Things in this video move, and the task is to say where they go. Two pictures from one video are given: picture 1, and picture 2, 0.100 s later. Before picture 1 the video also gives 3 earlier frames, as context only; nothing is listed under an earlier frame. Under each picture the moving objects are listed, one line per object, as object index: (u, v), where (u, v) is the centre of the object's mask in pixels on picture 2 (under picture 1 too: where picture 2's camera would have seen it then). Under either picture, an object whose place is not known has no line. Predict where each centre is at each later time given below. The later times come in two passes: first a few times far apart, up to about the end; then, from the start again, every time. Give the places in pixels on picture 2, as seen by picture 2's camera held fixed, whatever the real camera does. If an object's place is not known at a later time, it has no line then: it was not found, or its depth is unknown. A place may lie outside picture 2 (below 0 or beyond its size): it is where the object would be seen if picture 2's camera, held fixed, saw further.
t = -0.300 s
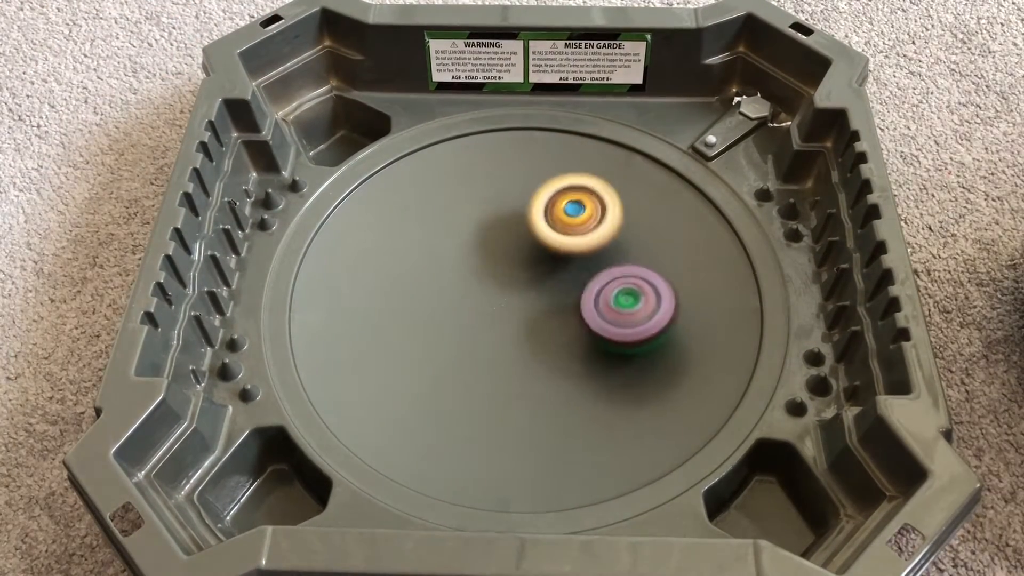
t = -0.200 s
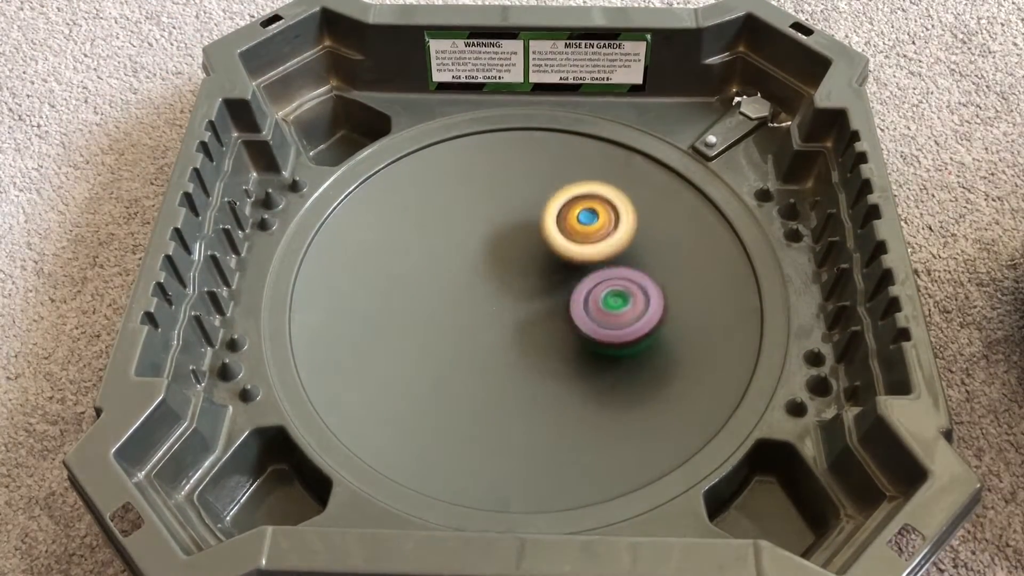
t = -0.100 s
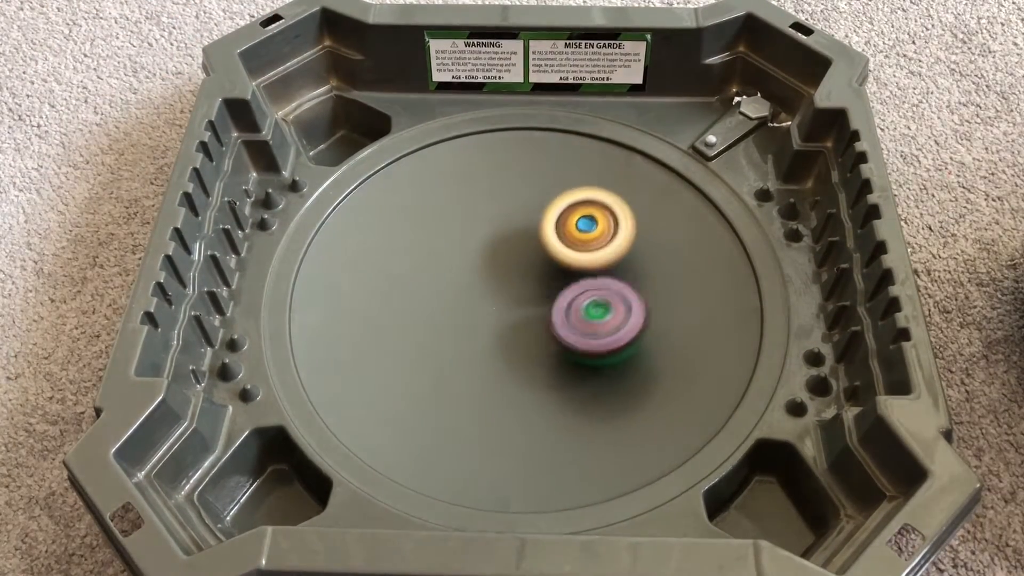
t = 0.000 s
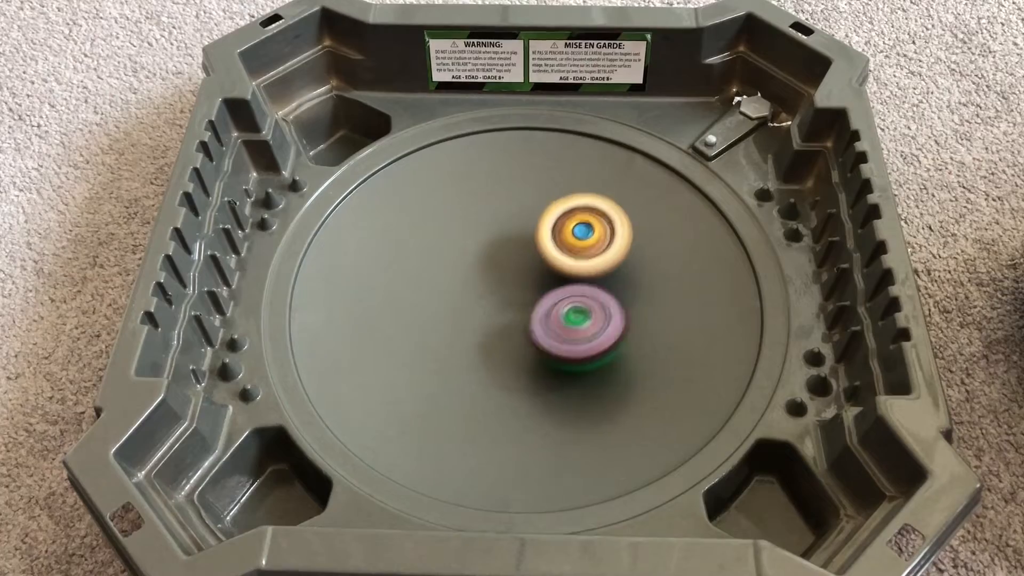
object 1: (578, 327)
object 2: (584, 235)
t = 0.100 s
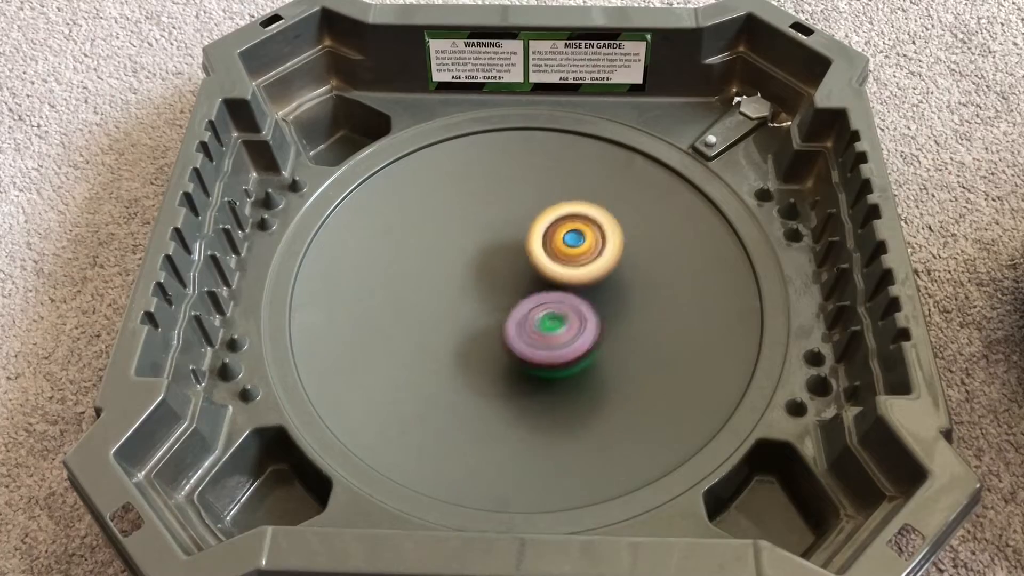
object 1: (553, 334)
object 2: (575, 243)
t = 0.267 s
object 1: (516, 343)
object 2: (545, 256)
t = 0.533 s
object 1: (471, 330)
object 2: (485, 242)
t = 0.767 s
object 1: (452, 310)
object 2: (490, 226)
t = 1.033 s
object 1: (468, 293)
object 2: (547, 237)
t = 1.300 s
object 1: (485, 285)
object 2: (621, 288)
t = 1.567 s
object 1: (526, 256)
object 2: (535, 335)
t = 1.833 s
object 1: (558, 249)
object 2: (457, 252)
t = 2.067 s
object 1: (584, 263)
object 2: (529, 186)
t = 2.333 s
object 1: (605, 303)
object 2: (601, 213)
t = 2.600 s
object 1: (589, 356)
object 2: (568, 251)
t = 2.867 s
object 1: (530, 347)
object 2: (488, 267)
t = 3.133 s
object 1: (480, 318)
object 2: (448, 235)
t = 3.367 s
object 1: (471, 297)
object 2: (476, 211)
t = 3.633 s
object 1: (497, 291)
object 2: (559, 216)
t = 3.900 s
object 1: (525, 286)
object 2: (635, 277)
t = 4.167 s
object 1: (536, 271)
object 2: (569, 344)
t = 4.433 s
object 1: (543, 267)
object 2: (453, 294)
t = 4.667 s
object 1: (554, 273)
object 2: (466, 202)
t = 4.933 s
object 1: (548, 293)
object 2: (580, 199)
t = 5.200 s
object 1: (535, 332)
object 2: (628, 267)
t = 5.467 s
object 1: (479, 338)
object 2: (584, 320)
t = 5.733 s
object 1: (445, 312)
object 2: (549, 300)
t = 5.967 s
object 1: (449, 280)
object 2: (556, 262)
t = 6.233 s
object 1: (481, 248)
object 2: (584, 234)
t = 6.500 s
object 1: (513, 252)
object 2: (611, 252)
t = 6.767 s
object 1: (517, 277)
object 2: (614, 297)
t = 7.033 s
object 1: (490, 291)
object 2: (582, 330)
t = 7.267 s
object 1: (466, 278)
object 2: (557, 334)
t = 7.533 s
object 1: (466, 259)
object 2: (534, 316)
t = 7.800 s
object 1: (483, 249)
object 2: (547, 310)
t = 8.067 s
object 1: (500, 252)
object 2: (570, 308)
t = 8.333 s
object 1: (509, 270)
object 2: (595, 309)
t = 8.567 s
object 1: (498, 283)
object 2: (595, 303)
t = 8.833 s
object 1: (476, 292)
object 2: (578, 280)
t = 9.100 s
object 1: (465, 297)
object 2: (564, 239)
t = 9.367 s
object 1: (484, 303)
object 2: (553, 220)
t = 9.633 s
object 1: (514, 323)
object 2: (545, 227)
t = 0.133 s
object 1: (544, 337)
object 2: (571, 245)
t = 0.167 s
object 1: (536, 339)
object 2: (567, 247)
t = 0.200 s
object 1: (529, 340)
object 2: (561, 251)
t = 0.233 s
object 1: (522, 341)
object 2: (553, 254)
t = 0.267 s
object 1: (516, 343)
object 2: (545, 256)
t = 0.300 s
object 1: (509, 344)
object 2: (535, 257)
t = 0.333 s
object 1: (503, 345)
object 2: (526, 257)
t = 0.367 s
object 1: (497, 344)
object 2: (518, 256)
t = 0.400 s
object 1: (491, 342)
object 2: (509, 255)
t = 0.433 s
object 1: (486, 340)
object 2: (501, 252)
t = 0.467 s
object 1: (481, 337)
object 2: (495, 248)
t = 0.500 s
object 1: (475, 334)
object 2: (490, 245)
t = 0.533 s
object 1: (471, 330)
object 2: (485, 242)
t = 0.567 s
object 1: (467, 326)
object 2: (481, 239)
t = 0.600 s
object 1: (463, 323)
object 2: (479, 236)
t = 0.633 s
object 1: (460, 321)
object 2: (479, 233)
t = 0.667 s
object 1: (457, 317)
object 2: (480, 231)
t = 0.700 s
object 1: (455, 314)
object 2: (482, 229)
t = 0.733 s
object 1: (454, 311)
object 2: (485, 227)
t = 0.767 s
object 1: (452, 310)
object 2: (490, 226)
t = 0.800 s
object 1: (453, 308)
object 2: (495, 225)
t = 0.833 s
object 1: (453, 305)
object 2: (501, 226)
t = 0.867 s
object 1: (454, 303)
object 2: (506, 227)
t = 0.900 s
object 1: (455, 303)
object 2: (514, 226)
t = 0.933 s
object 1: (457, 301)
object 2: (522, 226)
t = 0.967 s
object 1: (460, 299)
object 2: (530, 229)
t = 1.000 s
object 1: (464, 296)
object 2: (539, 232)
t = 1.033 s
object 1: (468, 293)
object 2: (547, 237)
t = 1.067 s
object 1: (464, 293)
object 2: (561, 238)
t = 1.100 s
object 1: (461, 294)
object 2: (577, 241)
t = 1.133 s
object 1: (462, 295)
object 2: (590, 245)
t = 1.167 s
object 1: (464, 294)
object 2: (602, 251)
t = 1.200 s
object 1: (469, 293)
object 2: (611, 260)
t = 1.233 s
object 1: (474, 290)
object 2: (617, 268)
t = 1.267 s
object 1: (480, 288)
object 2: (620, 278)
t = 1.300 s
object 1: (485, 285)
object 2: (621, 288)
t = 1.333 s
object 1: (491, 281)
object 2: (619, 298)
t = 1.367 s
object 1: (496, 278)
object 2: (614, 307)
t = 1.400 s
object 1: (502, 274)
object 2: (605, 316)
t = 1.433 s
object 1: (506, 271)
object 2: (596, 324)
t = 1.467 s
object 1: (511, 268)
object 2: (582, 331)
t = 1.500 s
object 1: (516, 264)
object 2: (568, 335)
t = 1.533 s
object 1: (521, 259)
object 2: (552, 337)
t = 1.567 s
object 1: (526, 256)
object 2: (535, 335)
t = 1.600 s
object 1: (531, 253)
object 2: (519, 331)
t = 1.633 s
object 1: (536, 252)
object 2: (502, 325)
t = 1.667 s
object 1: (540, 252)
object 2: (488, 317)
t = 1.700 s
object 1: (544, 252)
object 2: (476, 307)
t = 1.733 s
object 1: (548, 252)
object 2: (466, 295)
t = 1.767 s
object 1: (552, 250)
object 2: (460, 281)
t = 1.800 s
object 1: (556, 249)
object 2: (457, 266)
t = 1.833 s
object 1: (558, 249)
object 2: (457, 252)
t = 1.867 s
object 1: (561, 250)
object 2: (461, 237)
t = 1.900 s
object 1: (564, 250)
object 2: (468, 225)
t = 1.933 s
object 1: (566, 253)
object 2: (479, 214)
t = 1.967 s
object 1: (570, 255)
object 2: (490, 204)
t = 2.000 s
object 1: (574, 258)
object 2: (501, 195)
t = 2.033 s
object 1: (579, 259)
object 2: (515, 190)
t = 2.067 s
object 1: (584, 263)
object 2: (529, 186)
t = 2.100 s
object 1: (588, 266)
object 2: (543, 187)
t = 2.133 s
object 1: (591, 270)
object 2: (556, 187)
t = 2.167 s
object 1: (595, 274)
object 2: (567, 189)
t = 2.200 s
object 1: (599, 280)
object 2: (576, 192)
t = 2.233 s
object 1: (601, 287)
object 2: (585, 195)
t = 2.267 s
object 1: (604, 293)
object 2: (593, 200)
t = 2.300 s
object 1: (604, 297)
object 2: (598, 207)
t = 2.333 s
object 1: (605, 303)
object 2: (601, 213)
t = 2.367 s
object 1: (605, 312)
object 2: (602, 220)
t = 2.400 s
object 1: (605, 319)
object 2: (602, 226)
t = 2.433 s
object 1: (604, 325)
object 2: (599, 233)
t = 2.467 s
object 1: (603, 332)
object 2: (595, 239)
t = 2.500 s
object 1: (600, 342)
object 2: (589, 240)
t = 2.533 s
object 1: (597, 348)
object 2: (583, 244)
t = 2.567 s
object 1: (593, 353)
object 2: (576, 247)
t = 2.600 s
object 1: (589, 356)
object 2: (568, 251)
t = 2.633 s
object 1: (583, 359)
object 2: (560, 255)
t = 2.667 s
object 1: (577, 360)
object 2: (550, 258)
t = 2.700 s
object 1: (570, 360)
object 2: (541, 261)
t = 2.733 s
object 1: (562, 359)
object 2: (530, 263)
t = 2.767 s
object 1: (555, 357)
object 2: (519, 265)
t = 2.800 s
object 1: (547, 354)
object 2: (508, 266)
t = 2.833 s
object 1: (539, 351)
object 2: (497, 267)
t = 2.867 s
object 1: (530, 347)
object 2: (488, 267)
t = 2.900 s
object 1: (524, 346)
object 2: (476, 262)
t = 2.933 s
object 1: (517, 345)
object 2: (466, 257)
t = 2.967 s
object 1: (511, 342)
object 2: (458, 252)
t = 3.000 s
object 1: (504, 339)
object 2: (452, 247)
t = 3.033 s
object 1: (498, 335)
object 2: (448, 243)
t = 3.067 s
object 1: (492, 330)
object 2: (446, 240)
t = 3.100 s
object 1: (486, 324)
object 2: (446, 237)
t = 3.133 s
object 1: (480, 318)
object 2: (448, 235)
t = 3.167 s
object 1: (476, 318)
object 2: (449, 230)
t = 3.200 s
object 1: (473, 317)
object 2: (450, 224)
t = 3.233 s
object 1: (471, 316)
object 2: (453, 218)
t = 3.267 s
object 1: (470, 312)
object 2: (457, 214)
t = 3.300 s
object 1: (469, 307)
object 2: (464, 212)
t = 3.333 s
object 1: (470, 302)
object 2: (470, 211)
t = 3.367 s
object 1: (471, 297)
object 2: (476, 211)
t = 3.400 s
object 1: (472, 296)
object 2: (485, 209)
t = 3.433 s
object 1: (474, 294)
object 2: (493, 209)
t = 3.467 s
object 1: (477, 294)
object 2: (503, 208)
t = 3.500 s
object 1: (481, 292)
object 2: (513, 209)
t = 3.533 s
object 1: (484, 291)
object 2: (524, 211)
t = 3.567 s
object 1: (488, 291)
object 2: (535, 212)
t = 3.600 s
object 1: (493, 290)
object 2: (545, 215)
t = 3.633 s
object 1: (497, 291)
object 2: (559, 216)
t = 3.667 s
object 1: (499, 294)
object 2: (575, 217)
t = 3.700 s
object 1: (503, 296)
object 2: (589, 221)
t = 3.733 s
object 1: (508, 296)
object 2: (601, 228)
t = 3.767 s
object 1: (513, 294)
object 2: (612, 236)
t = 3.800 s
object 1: (519, 293)
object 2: (620, 246)
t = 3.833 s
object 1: (524, 290)
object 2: (624, 256)
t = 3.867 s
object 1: (527, 288)
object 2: (628, 267)
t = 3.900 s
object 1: (525, 286)
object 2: (635, 277)
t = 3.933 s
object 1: (525, 284)
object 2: (638, 287)
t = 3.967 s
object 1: (526, 283)
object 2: (637, 297)
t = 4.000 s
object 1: (527, 282)
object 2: (632, 308)
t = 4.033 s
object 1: (529, 281)
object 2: (625, 318)
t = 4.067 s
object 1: (530, 280)
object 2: (615, 328)
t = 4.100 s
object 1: (532, 278)
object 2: (602, 335)
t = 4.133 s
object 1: (533, 275)
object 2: (586, 340)
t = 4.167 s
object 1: (536, 271)
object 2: (569, 344)
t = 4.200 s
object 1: (537, 268)
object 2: (552, 347)
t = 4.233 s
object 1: (539, 267)
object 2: (535, 347)
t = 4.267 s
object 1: (540, 266)
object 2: (518, 344)
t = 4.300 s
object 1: (541, 266)
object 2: (501, 339)
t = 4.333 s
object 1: (542, 266)
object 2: (485, 331)
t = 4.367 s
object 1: (542, 267)
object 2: (471, 320)
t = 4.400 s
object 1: (543, 267)
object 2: (461, 308)
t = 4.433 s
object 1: (543, 267)
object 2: (453, 294)
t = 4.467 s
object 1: (543, 268)
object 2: (449, 279)
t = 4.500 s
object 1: (546, 269)
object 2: (446, 265)
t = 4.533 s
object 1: (549, 269)
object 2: (444, 250)
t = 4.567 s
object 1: (551, 269)
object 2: (445, 237)
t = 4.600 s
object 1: (552, 270)
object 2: (450, 224)
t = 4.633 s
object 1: (553, 272)
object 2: (456, 212)
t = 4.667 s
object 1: (554, 273)
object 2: (466, 202)
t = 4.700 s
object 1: (554, 275)
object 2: (477, 194)
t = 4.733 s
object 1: (555, 276)
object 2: (490, 189)
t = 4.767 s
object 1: (554, 278)
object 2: (505, 185)
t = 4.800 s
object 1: (554, 279)
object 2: (520, 185)
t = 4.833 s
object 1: (553, 281)
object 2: (535, 186)
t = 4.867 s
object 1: (552, 282)
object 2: (551, 190)
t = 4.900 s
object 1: (551, 284)
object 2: (565, 197)
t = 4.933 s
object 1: (548, 293)
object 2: (580, 199)
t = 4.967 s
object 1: (545, 303)
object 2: (593, 201)
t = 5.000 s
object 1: (543, 311)
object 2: (605, 206)
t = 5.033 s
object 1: (542, 317)
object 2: (615, 212)
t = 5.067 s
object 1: (542, 321)
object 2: (623, 221)
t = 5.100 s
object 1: (541, 325)
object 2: (629, 231)
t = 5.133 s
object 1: (539, 328)
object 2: (631, 242)
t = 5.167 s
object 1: (537, 330)
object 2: (631, 254)
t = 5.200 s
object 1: (535, 332)
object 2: (628, 267)
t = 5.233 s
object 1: (533, 333)
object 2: (622, 279)
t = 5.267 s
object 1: (523, 336)
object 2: (621, 287)
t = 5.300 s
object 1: (511, 339)
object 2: (620, 294)
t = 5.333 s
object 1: (502, 340)
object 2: (616, 301)
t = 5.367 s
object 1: (495, 341)
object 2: (610, 307)
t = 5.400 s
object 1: (488, 341)
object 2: (603, 312)
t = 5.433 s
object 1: (484, 340)
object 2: (594, 317)
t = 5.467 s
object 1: (479, 338)
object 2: (584, 320)
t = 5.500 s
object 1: (472, 337)
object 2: (576, 320)
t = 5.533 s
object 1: (463, 334)
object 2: (573, 318)
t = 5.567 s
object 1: (457, 332)
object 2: (570, 317)
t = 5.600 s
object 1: (453, 329)
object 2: (566, 314)
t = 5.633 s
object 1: (450, 326)
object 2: (561, 311)
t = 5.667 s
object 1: (449, 321)
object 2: (556, 308)
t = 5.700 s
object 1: (448, 316)
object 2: (551, 304)
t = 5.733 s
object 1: (445, 312)
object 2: (549, 300)
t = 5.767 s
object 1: (445, 307)
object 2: (546, 296)
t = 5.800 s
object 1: (443, 302)
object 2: (546, 291)
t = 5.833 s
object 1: (440, 298)
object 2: (549, 286)
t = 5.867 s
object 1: (440, 293)
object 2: (551, 279)
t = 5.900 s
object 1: (441, 289)
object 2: (553, 274)
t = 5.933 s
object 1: (445, 284)
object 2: (555, 268)
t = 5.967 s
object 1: (449, 280)
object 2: (556, 262)
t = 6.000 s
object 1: (455, 275)
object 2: (557, 257)
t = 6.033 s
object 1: (460, 270)
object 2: (559, 252)
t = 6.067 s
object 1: (464, 265)
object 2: (562, 246)
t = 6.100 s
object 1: (466, 261)
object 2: (567, 242)
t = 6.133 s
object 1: (470, 258)
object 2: (571, 239)
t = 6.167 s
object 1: (475, 255)
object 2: (574, 237)
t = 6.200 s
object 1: (480, 249)
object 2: (577, 235)
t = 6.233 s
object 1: (481, 248)
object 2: (584, 234)
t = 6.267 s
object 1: (486, 247)
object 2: (588, 234)
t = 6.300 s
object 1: (492, 247)
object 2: (591, 235)
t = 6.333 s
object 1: (497, 246)
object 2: (593, 237)
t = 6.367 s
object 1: (497, 245)
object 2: (601, 239)
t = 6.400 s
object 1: (499, 246)
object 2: (607, 242)
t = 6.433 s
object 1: (502, 248)
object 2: (610, 245)
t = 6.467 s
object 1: (508, 250)
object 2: (612, 248)
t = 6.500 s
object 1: (513, 252)
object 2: (611, 252)
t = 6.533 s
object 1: (514, 254)
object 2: (615, 255)
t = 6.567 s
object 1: (510, 255)
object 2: (623, 260)
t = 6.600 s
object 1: (508, 258)
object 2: (628, 266)
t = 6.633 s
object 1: (509, 265)
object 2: (630, 272)
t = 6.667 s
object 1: (511, 269)
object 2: (630, 279)
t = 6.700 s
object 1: (513, 273)
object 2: (627, 286)
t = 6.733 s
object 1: (515, 275)
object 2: (622, 292)
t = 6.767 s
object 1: (517, 277)
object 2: (614, 297)
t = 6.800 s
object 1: (513, 280)
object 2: (614, 303)
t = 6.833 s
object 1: (504, 280)
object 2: (615, 310)
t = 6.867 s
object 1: (498, 281)
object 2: (613, 316)
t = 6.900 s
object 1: (493, 283)
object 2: (610, 321)
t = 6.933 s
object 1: (492, 286)
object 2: (605, 325)
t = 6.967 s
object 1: (491, 288)
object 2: (598, 328)
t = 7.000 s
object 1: (490, 289)
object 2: (590, 330)
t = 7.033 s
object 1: (490, 291)
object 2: (582, 330)
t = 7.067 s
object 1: (489, 292)
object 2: (573, 330)
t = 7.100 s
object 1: (482, 287)
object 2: (571, 334)
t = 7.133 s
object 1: (476, 283)
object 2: (569, 336)
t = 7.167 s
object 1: (471, 281)
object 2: (566, 337)
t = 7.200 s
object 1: (468, 280)
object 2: (563, 337)
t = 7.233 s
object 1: (466, 279)
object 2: (560, 336)
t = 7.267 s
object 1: (466, 278)
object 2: (557, 334)
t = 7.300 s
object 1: (466, 277)
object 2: (553, 333)
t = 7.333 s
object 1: (468, 275)
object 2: (547, 330)
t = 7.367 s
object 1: (470, 273)
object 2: (541, 327)
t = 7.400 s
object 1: (468, 268)
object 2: (539, 324)
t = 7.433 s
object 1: (466, 264)
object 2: (539, 323)
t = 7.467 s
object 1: (465, 262)
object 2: (538, 321)
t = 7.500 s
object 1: (465, 261)
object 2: (536, 319)
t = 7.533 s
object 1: (466, 259)
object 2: (534, 316)
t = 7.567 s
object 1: (468, 258)
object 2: (534, 314)
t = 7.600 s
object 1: (468, 254)
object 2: (537, 315)
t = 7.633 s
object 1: (468, 253)
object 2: (540, 314)
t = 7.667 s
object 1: (470, 252)
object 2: (542, 313)
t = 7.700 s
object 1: (473, 252)
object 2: (541, 311)
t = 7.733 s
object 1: (477, 251)
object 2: (542, 309)
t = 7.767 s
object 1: (481, 251)
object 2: (543, 309)
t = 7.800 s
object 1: (483, 249)
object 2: (547, 310)
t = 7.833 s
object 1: (483, 248)
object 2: (550, 310)
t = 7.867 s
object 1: (486, 249)
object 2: (552, 308)
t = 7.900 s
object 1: (489, 250)
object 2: (553, 308)
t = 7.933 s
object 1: (493, 250)
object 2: (555, 308)
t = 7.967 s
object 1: (496, 250)
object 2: (558, 307)
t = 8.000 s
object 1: (498, 250)
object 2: (561, 307)
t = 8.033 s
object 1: (500, 251)
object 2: (564, 307)
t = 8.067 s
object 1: (500, 252)
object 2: (570, 308)
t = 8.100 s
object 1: (502, 251)
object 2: (575, 308)
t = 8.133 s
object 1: (505, 254)
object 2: (580, 309)
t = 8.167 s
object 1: (507, 257)
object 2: (582, 309)
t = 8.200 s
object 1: (509, 260)
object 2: (586, 308)
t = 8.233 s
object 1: (510, 263)
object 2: (588, 308)
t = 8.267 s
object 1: (510, 265)
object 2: (590, 309)
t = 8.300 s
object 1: (510, 266)
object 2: (594, 309)
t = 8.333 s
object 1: (509, 270)
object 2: (595, 309)
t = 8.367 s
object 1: (509, 273)
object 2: (595, 308)
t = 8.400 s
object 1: (507, 274)
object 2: (598, 308)
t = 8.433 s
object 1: (505, 274)
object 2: (600, 309)
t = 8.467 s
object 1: (502, 276)
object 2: (600, 308)
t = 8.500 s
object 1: (500, 279)
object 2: (599, 307)
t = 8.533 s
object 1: (499, 281)
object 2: (597, 305)
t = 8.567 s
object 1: (498, 283)
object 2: (595, 303)
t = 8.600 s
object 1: (496, 284)
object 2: (594, 302)
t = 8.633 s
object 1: (493, 286)
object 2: (591, 299)
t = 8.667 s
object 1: (487, 287)
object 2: (592, 297)
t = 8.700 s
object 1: (483, 288)
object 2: (592, 295)
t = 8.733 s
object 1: (481, 289)
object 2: (589, 291)
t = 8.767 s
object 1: (479, 290)
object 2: (586, 288)
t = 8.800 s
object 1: (478, 291)
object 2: (581, 284)
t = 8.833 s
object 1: (476, 292)
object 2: (578, 280)
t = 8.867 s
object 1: (474, 292)
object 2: (576, 276)
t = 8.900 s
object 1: (471, 293)
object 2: (573, 271)
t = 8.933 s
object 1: (470, 293)
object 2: (570, 266)
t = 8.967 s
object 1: (469, 294)
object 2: (566, 262)
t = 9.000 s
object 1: (468, 295)
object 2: (565, 255)
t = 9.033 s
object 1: (465, 296)
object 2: (565, 249)
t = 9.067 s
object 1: (465, 297)
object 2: (564, 244)
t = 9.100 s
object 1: (465, 297)
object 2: (564, 239)
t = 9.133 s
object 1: (468, 298)
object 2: (562, 234)
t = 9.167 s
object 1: (471, 297)
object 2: (561, 231)
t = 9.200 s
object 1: (473, 296)
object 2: (559, 230)
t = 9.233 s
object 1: (475, 296)
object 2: (557, 228)
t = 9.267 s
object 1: (480, 296)
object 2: (554, 228)
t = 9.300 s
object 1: (484, 294)
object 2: (551, 227)
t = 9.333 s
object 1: (484, 298)
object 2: (552, 224)
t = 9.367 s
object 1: (484, 303)
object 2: (553, 220)
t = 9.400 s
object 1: (488, 308)
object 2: (553, 219)
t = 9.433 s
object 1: (492, 310)
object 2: (553, 220)
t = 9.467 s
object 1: (498, 311)
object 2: (553, 221)
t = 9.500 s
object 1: (502, 312)
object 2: (552, 223)
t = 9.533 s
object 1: (506, 314)
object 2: (551, 225)
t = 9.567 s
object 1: (510, 313)
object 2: (548, 228)
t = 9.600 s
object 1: (513, 314)
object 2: (546, 230)
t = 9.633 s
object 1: (514, 323)
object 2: (545, 227)
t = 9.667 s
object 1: (516, 326)
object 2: (544, 228)
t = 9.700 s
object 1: (519, 328)
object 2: (544, 229)
